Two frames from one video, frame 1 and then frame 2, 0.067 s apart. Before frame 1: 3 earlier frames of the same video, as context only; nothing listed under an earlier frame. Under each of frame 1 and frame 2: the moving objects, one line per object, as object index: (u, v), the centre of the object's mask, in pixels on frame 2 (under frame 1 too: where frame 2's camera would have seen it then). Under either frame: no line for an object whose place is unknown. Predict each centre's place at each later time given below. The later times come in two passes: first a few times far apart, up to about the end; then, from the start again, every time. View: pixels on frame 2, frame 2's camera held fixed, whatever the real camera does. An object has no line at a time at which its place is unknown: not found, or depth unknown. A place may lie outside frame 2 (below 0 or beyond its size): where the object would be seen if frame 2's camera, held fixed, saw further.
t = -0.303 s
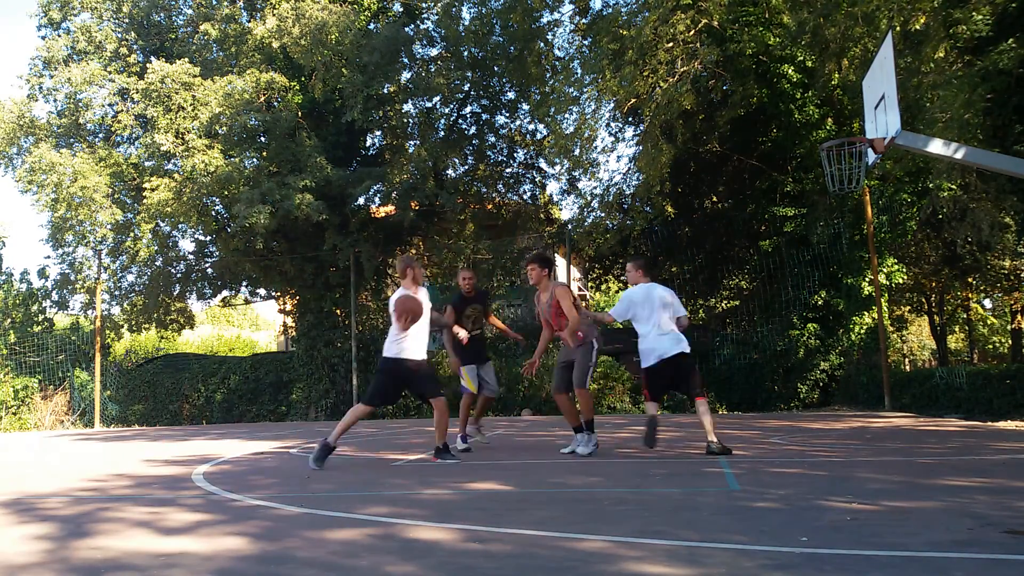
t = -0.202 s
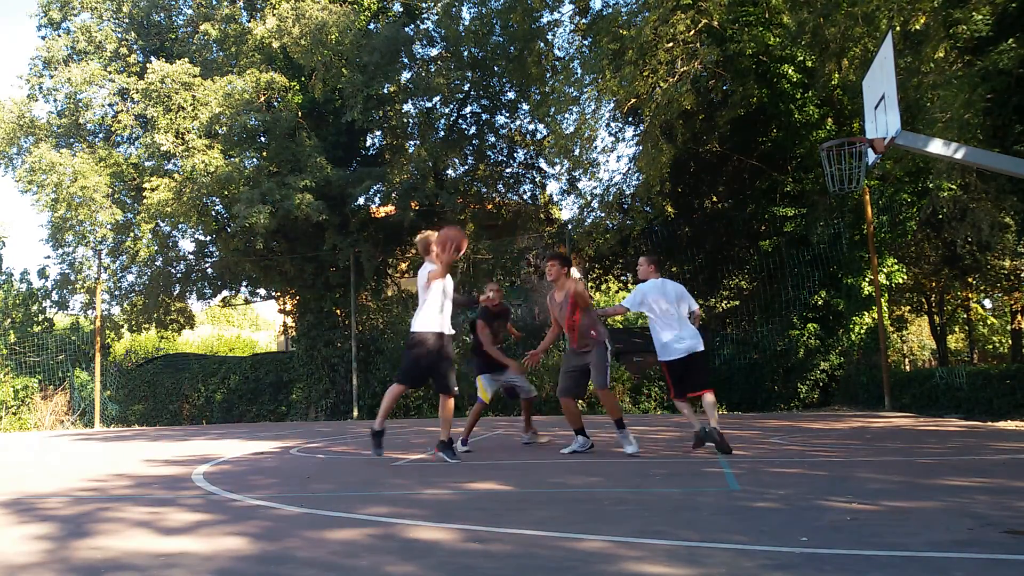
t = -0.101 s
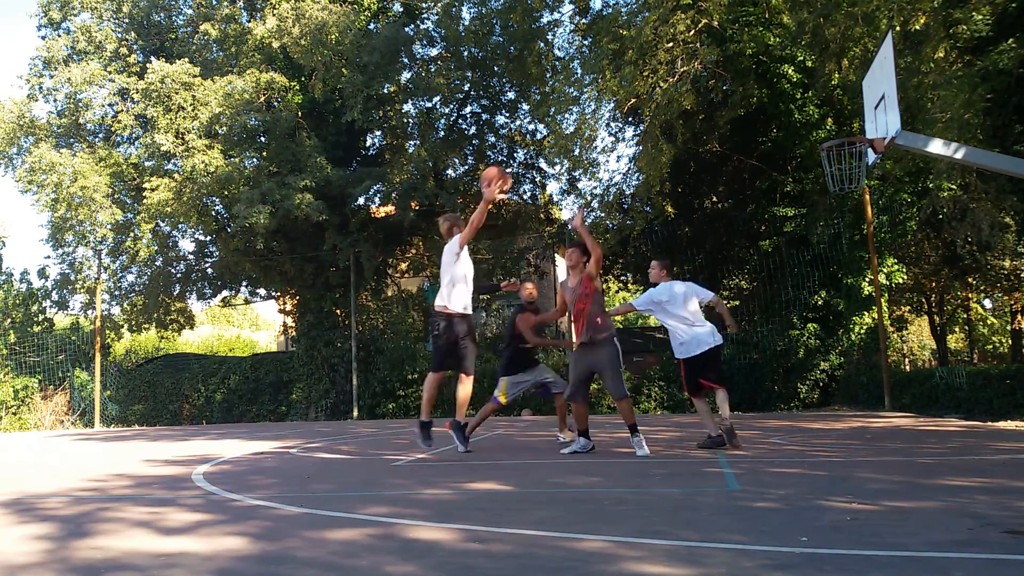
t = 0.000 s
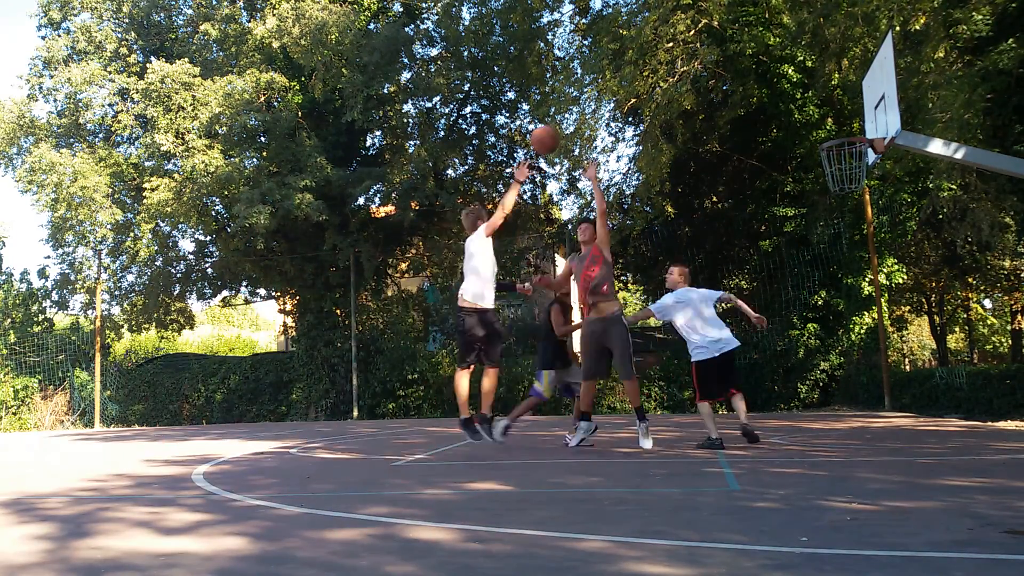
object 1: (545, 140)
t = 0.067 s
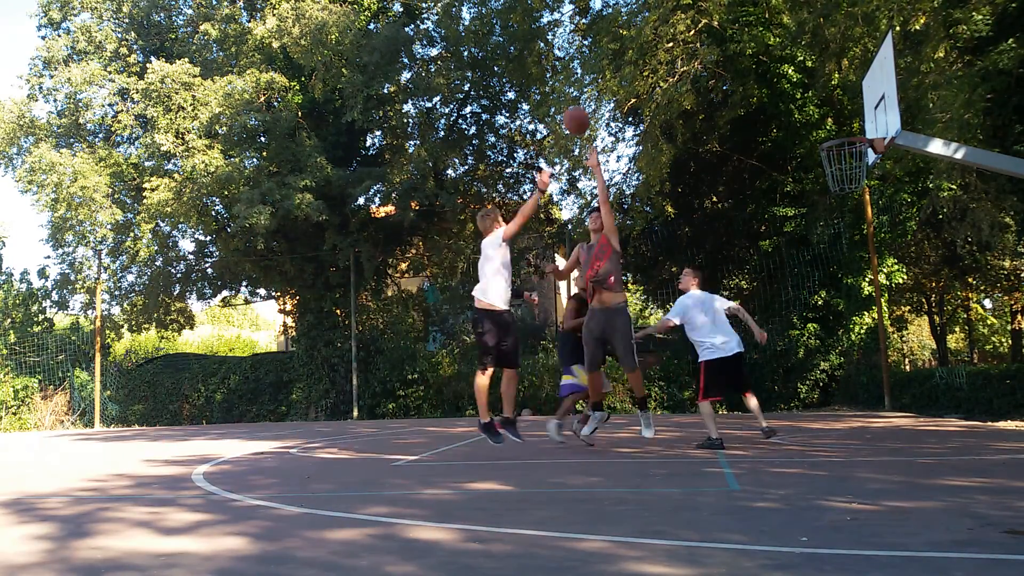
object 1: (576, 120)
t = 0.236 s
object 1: (647, 97)
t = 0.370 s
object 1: (699, 100)
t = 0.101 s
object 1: (591, 113)
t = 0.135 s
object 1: (606, 107)
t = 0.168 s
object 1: (620, 101)
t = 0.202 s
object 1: (633, 98)
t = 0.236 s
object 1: (647, 97)
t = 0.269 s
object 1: (660, 96)
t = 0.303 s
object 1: (673, 97)
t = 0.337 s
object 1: (686, 98)
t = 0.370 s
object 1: (699, 100)
